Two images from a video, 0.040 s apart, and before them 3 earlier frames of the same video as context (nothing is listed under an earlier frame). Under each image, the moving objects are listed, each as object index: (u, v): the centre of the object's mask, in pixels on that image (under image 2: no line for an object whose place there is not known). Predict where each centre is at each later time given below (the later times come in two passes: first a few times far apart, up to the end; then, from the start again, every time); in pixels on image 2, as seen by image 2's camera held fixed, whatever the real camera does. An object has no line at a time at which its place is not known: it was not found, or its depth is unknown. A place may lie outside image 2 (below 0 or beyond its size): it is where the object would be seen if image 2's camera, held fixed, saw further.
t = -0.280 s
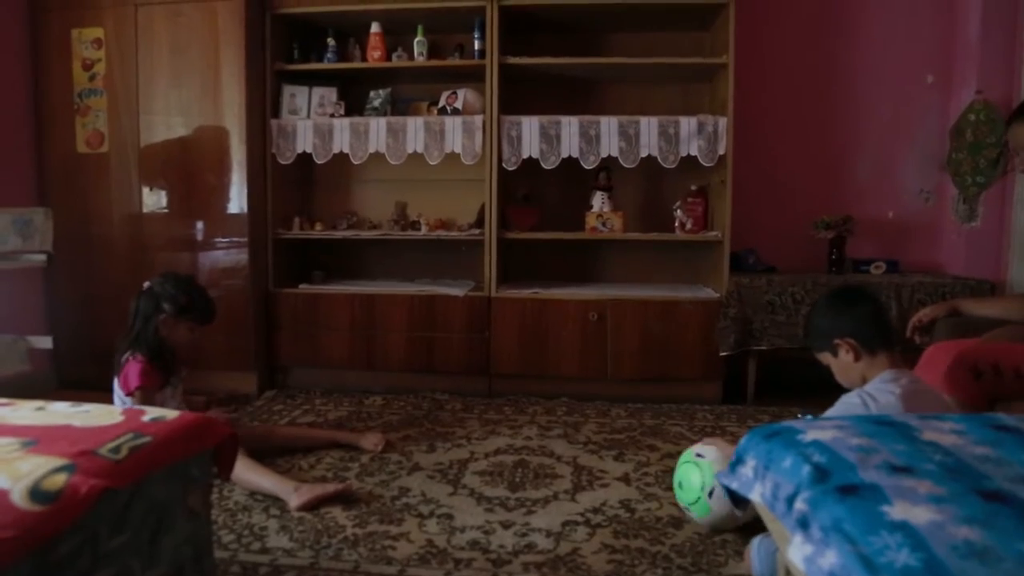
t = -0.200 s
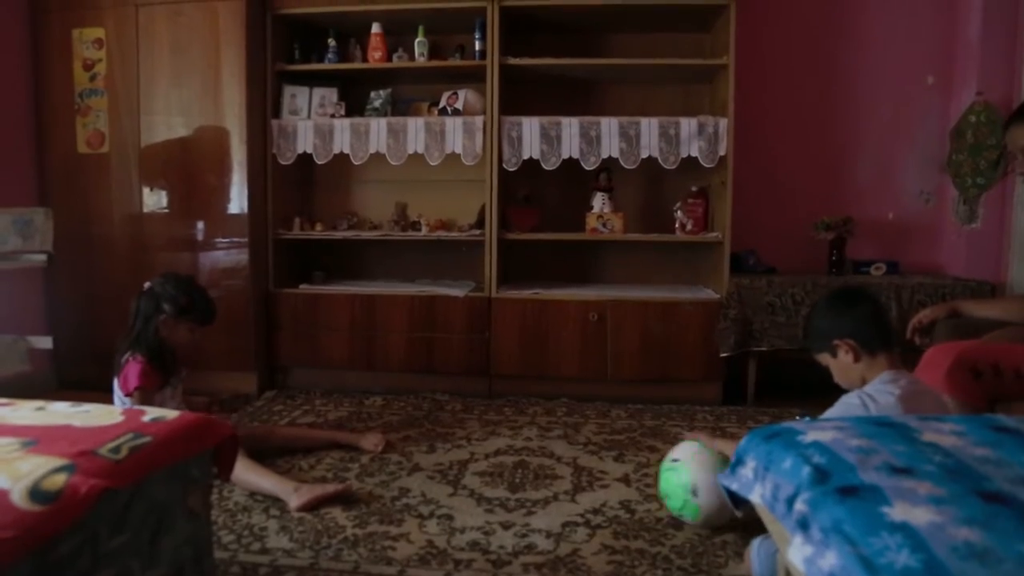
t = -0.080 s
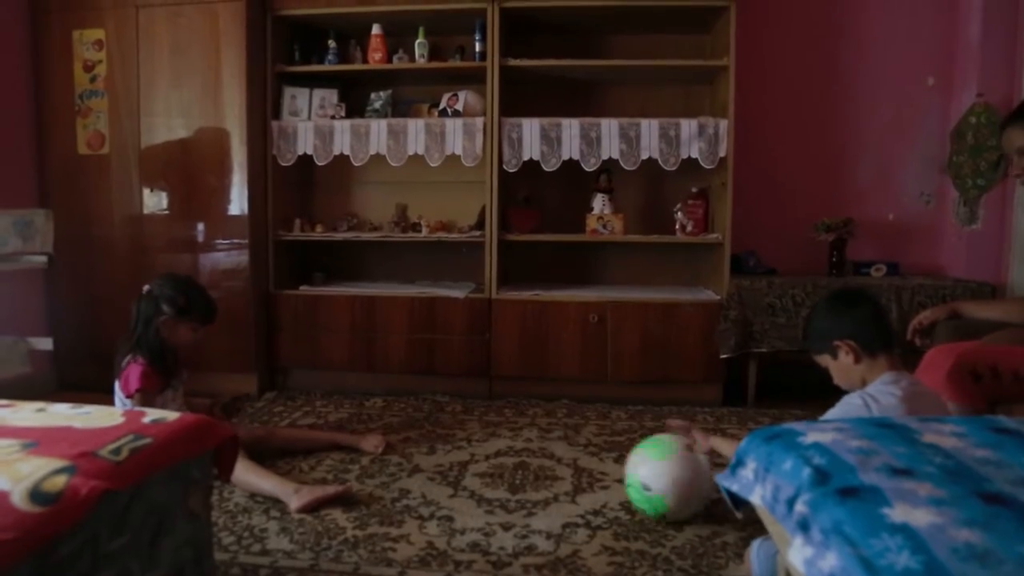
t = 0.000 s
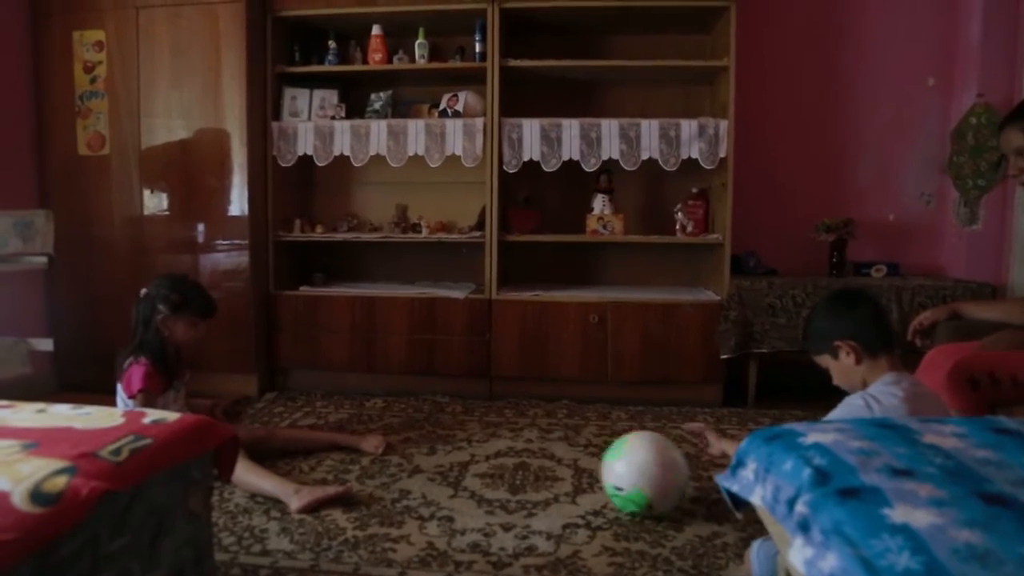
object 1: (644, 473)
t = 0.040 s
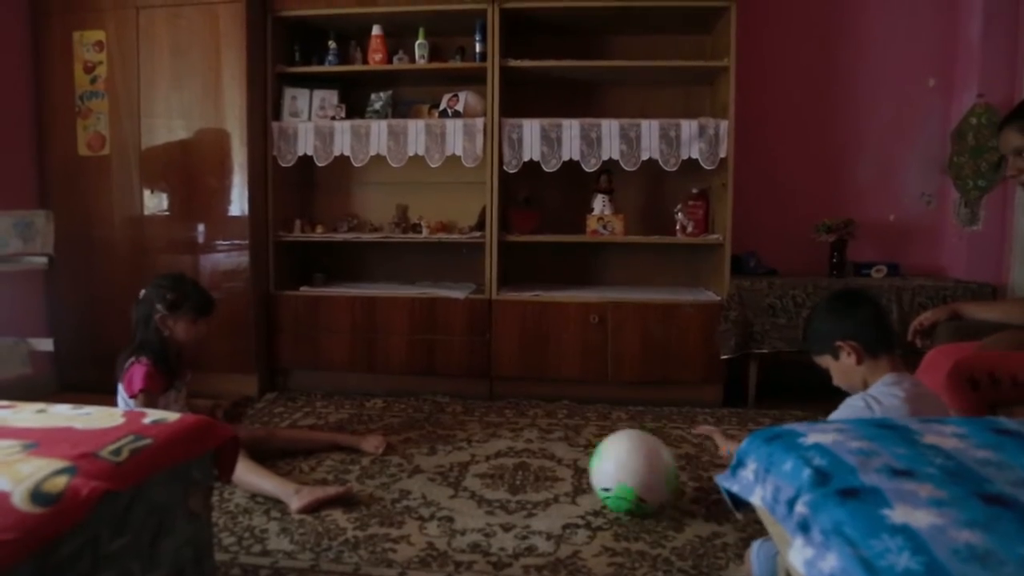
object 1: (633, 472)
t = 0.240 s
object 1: (577, 462)
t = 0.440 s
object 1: (529, 452)
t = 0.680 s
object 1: (483, 442)
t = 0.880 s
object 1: (452, 434)
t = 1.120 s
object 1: (422, 427)
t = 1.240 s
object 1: (408, 424)
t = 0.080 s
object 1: (621, 470)
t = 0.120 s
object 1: (609, 469)
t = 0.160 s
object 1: (598, 467)
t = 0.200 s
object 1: (588, 465)
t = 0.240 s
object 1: (577, 462)
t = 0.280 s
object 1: (566, 459)
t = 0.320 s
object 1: (556, 458)
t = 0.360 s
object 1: (547, 456)
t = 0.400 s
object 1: (537, 454)
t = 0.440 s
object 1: (529, 452)
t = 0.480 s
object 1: (520, 450)
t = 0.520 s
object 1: (512, 449)
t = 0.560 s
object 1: (504, 447)
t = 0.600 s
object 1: (497, 445)
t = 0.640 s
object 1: (490, 443)
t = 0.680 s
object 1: (483, 442)
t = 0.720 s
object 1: (476, 441)
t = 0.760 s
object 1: (470, 440)
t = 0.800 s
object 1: (464, 438)
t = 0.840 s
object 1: (458, 436)
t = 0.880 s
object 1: (452, 434)
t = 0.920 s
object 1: (447, 434)
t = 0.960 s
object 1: (442, 433)
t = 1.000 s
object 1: (436, 432)
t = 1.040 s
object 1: (431, 430)
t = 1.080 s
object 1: (426, 428)
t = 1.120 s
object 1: (422, 427)
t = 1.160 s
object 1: (417, 426)
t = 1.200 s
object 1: (412, 425)
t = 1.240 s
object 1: (408, 424)
